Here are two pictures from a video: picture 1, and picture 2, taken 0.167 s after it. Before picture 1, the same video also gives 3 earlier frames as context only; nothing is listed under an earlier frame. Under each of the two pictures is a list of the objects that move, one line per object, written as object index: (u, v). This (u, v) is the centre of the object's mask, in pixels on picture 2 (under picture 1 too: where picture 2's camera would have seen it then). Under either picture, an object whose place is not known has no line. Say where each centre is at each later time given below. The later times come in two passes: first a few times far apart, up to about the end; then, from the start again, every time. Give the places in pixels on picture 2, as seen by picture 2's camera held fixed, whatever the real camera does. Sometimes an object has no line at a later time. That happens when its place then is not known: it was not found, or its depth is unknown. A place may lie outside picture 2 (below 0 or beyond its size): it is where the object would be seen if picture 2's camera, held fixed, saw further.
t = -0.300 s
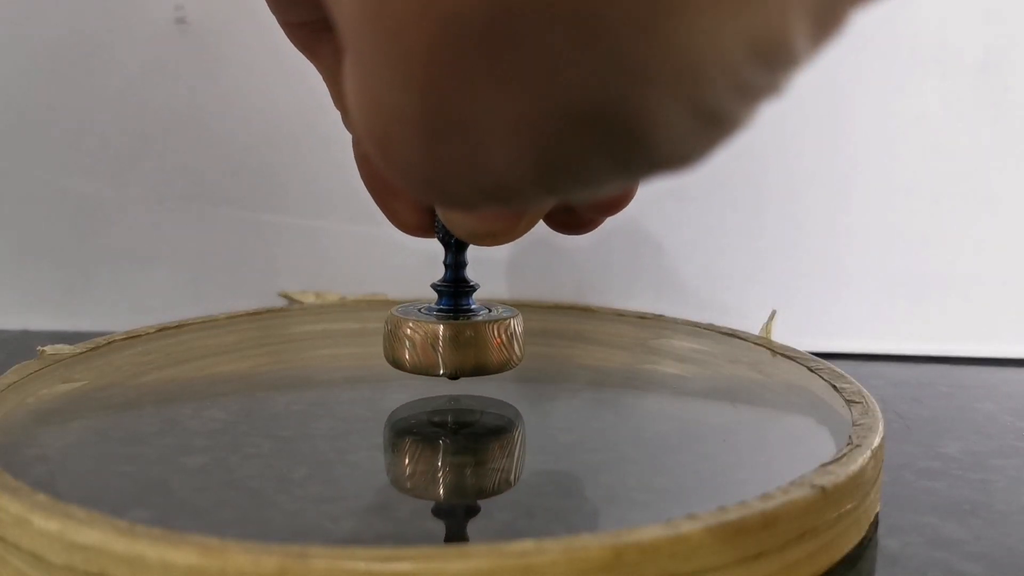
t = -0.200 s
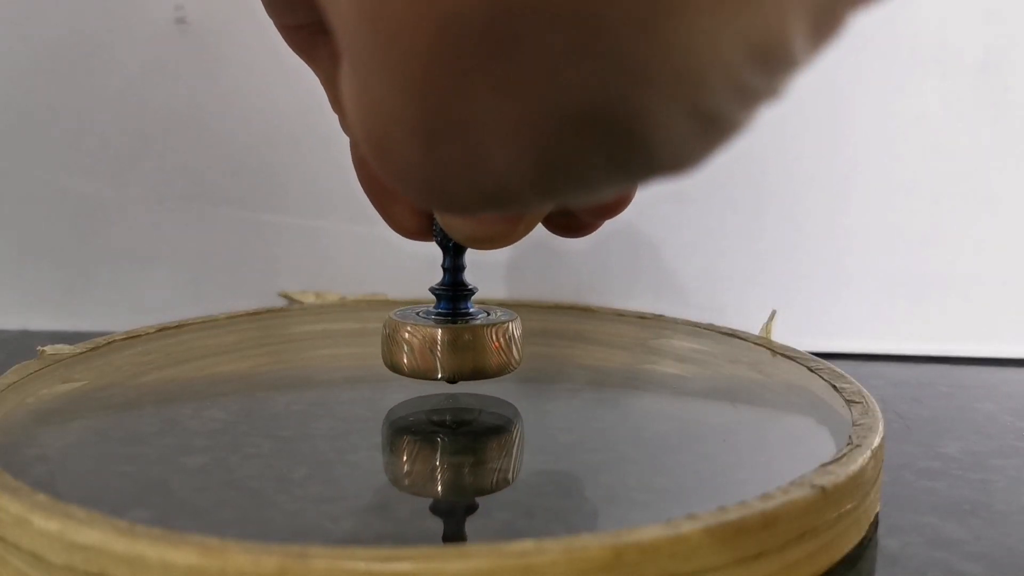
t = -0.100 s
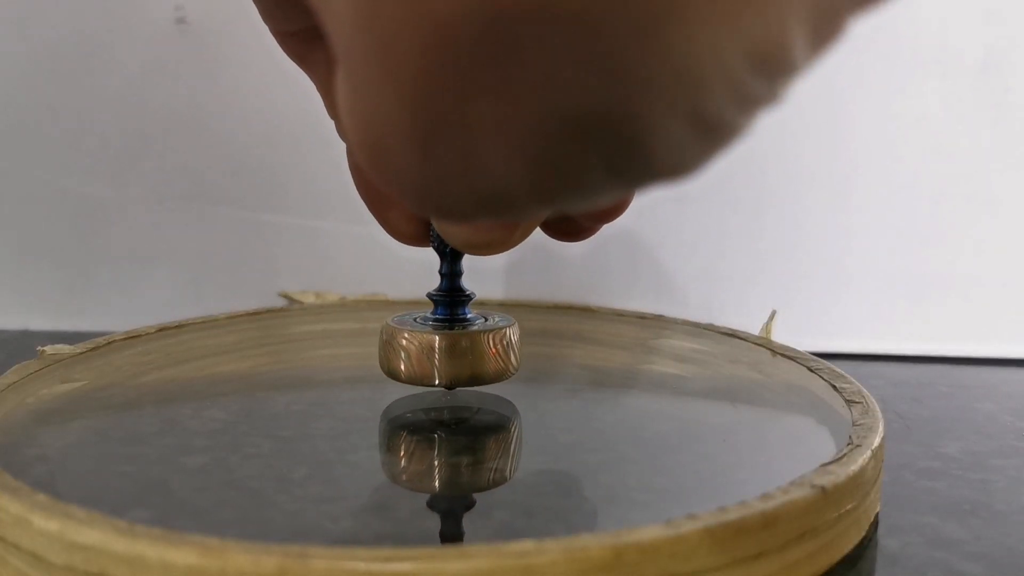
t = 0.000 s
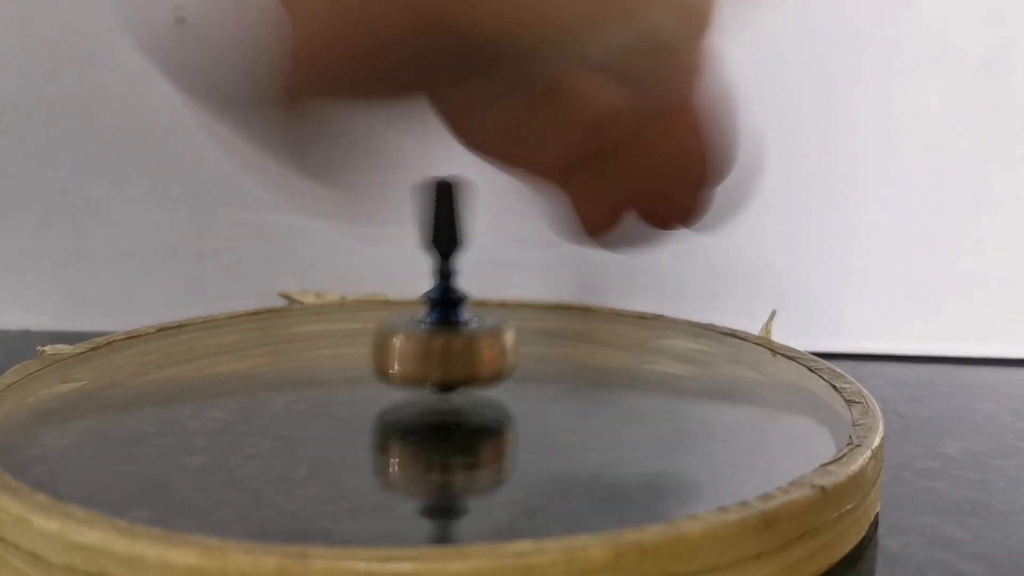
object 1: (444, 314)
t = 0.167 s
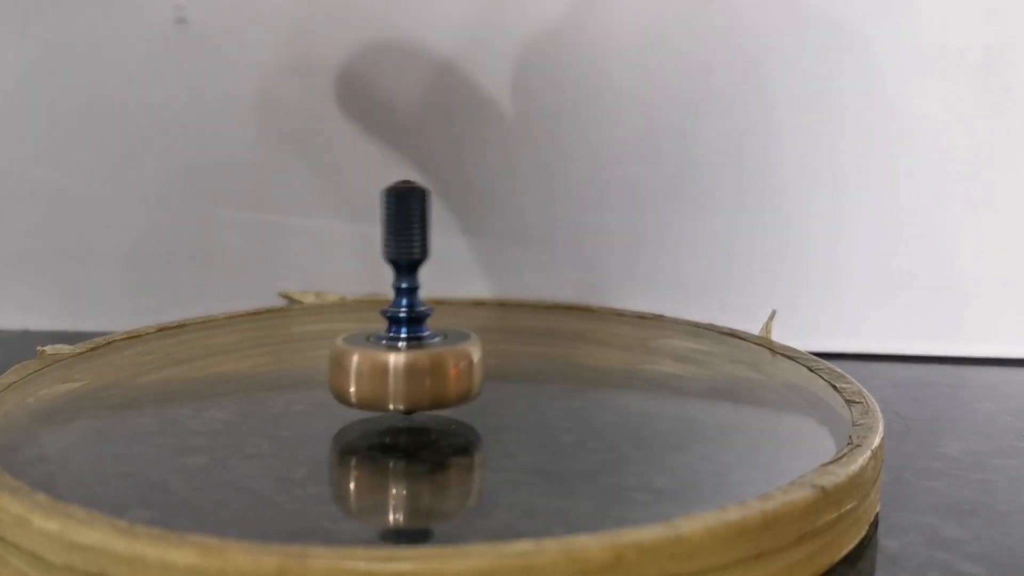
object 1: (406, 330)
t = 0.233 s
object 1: (398, 332)
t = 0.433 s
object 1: (370, 334)
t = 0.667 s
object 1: (344, 333)
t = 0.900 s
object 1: (331, 328)
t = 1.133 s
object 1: (335, 321)
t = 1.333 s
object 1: (349, 315)
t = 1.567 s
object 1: (377, 308)
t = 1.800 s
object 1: (412, 302)
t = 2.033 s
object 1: (450, 297)
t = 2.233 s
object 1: (480, 296)
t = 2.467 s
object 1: (511, 296)
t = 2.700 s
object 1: (532, 299)
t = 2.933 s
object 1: (541, 303)
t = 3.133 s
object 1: (536, 308)
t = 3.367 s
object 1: (516, 314)
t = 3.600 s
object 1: (482, 319)
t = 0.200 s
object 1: (402, 331)
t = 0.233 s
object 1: (398, 332)
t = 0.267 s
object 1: (393, 333)
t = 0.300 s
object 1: (388, 333)
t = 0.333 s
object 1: (384, 333)
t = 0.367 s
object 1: (379, 334)
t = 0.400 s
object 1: (374, 334)
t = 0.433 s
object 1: (370, 334)
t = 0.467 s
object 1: (365, 334)
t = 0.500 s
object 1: (361, 334)
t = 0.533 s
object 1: (357, 334)
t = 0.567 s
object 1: (353, 334)
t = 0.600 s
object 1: (350, 333)
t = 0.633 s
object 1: (347, 333)
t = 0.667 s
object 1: (344, 333)
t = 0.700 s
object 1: (341, 332)
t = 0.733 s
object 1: (339, 332)
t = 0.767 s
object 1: (337, 331)
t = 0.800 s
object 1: (335, 330)
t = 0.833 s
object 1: (333, 330)
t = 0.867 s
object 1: (332, 329)
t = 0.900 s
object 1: (331, 328)
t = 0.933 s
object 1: (331, 327)
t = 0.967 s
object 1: (331, 326)
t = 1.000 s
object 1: (331, 325)
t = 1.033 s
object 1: (332, 324)
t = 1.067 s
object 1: (332, 324)
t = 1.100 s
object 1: (333, 322)
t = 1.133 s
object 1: (335, 321)
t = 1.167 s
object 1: (336, 320)
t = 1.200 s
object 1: (338, 319)
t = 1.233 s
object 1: (341, 318)
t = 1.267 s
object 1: (344, 316)
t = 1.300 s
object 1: (346, 315)
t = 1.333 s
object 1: (349, 315)
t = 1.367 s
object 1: (352, 313)
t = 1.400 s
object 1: (356, 313)
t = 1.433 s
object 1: (359, 311)
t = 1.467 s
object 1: (363, 311)
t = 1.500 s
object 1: (367, 309)
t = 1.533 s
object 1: (372, 308)
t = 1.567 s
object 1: (377, 308)
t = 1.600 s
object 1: (381, 307)
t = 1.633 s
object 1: (386, 306)
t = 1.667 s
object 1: (391, 305)
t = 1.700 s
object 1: (396, 304)
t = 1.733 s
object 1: (401, 303)
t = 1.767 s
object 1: (406, 302)
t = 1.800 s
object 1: (412, 302)
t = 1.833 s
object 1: (417, 301)
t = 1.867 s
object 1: (422, 300)
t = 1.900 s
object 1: (428, 299)
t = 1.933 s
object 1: (433, 299)
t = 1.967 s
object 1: (439, 298)
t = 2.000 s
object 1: (444, 298)
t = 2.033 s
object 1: (450, 297)
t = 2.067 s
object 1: (455, 297)
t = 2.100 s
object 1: (460, 297)
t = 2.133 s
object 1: (466, 296)
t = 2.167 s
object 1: (471, 296)
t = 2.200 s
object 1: (476, 296)
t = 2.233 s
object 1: (480, 296)
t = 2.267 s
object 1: (485, 296)
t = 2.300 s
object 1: (490, 296)
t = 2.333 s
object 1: (494, 296)
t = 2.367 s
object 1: (499, 296)
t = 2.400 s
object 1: (503, 296)
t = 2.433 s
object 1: (507, 296)
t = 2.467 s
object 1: (511, 296)
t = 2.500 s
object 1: (515, 296)
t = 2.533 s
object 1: (518, 297)
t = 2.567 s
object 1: (522, 297)
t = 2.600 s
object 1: (525, 297)
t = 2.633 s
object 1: (527, 298)
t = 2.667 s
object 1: (530, 298)
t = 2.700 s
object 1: (532, 299)
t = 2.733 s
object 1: (534, 299)
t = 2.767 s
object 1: (536, 300)
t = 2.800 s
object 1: (538, 300)
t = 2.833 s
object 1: (539, 301)
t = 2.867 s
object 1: (540, 302)
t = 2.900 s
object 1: (541, 303)
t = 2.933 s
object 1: (541, 303)
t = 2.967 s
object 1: (541, 304)
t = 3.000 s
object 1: (541, 305)
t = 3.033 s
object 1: (540, 306)
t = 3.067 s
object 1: (539, 306)
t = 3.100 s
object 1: (538, 307)
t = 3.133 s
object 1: (536, 308)
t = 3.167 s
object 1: (535, 309)
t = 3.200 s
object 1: (532, 310)
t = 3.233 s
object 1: (530, 311)
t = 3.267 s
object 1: (527, 311)
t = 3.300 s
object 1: (524, 312)
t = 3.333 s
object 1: (520, 313)
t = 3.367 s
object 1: (516, 314)
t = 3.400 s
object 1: (512, 315)
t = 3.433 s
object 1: (507, 315)
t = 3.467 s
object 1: (503, 316)
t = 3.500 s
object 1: (498, 317)
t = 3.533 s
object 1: (493, 318)
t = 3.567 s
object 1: (487, 318)
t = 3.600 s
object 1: (482, 319)
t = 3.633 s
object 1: (476, 319)
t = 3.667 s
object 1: (470, 320)
